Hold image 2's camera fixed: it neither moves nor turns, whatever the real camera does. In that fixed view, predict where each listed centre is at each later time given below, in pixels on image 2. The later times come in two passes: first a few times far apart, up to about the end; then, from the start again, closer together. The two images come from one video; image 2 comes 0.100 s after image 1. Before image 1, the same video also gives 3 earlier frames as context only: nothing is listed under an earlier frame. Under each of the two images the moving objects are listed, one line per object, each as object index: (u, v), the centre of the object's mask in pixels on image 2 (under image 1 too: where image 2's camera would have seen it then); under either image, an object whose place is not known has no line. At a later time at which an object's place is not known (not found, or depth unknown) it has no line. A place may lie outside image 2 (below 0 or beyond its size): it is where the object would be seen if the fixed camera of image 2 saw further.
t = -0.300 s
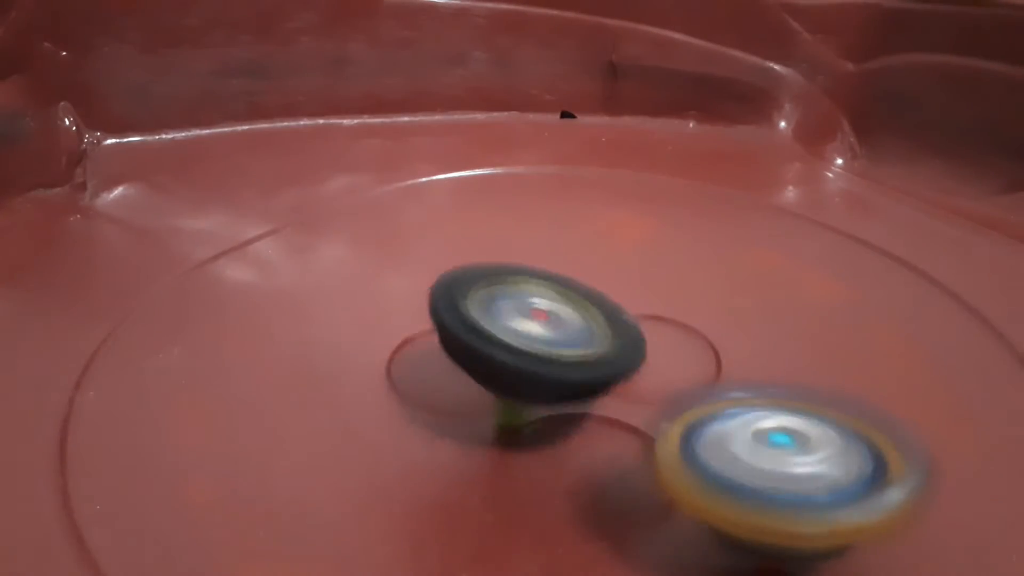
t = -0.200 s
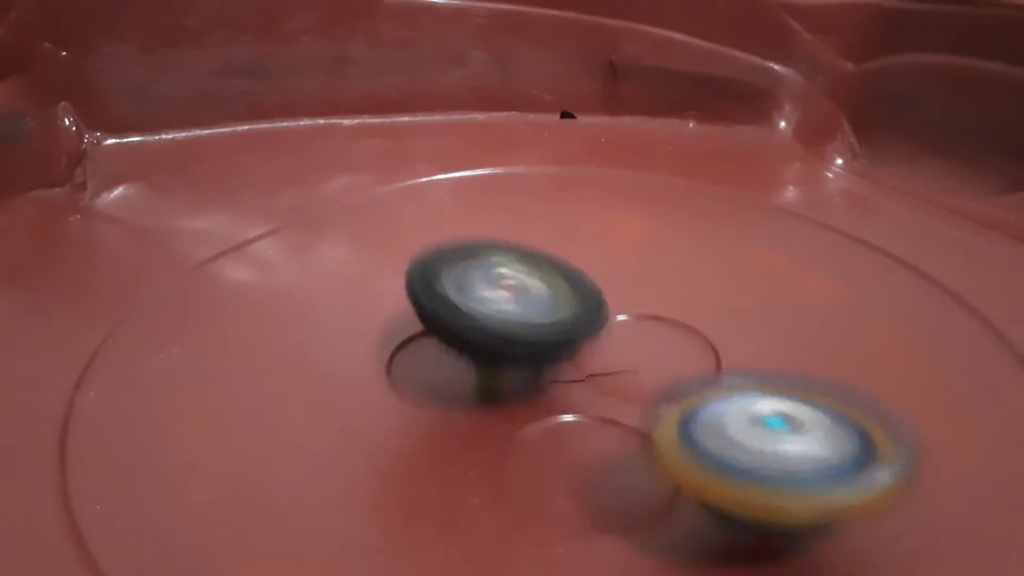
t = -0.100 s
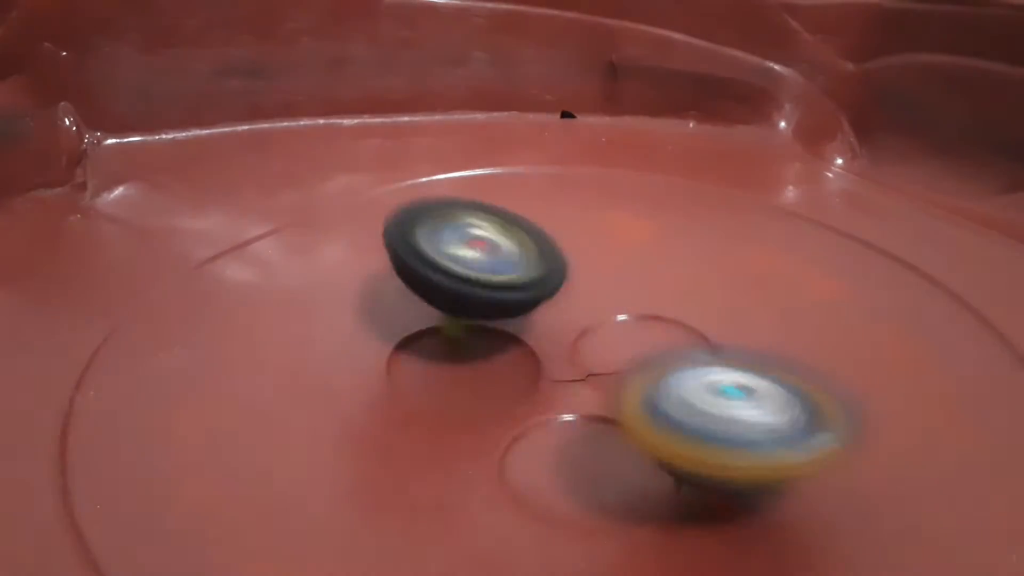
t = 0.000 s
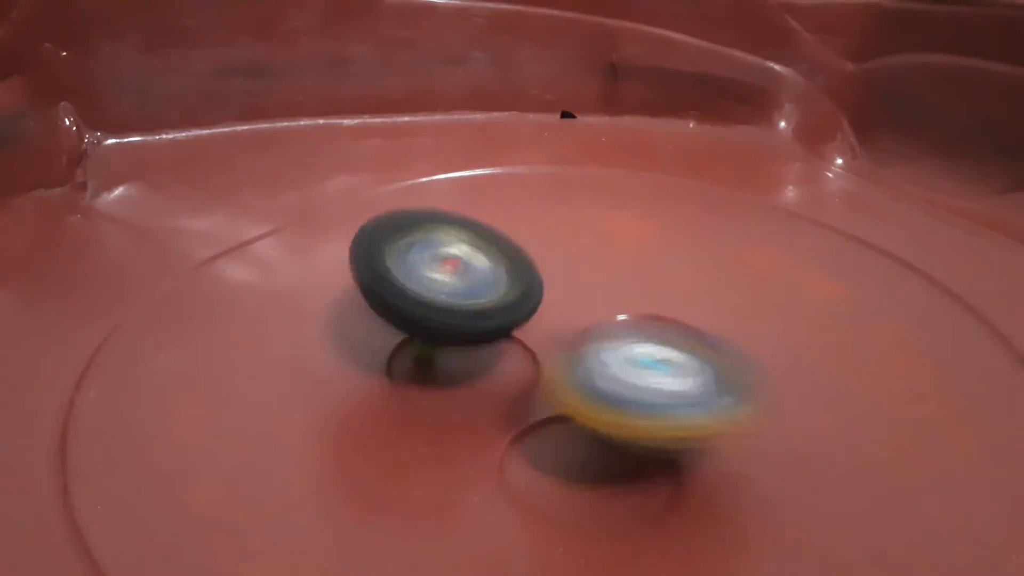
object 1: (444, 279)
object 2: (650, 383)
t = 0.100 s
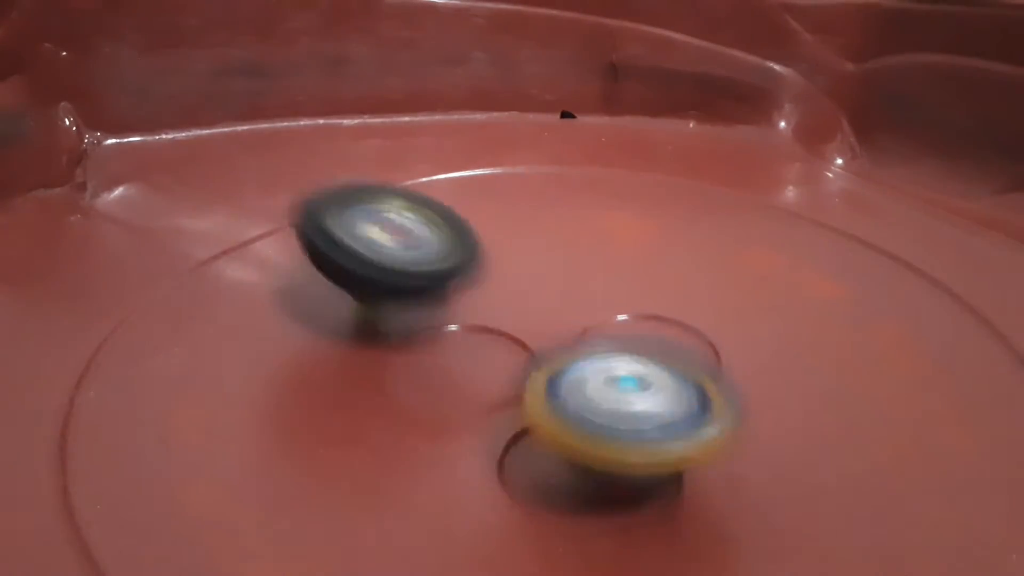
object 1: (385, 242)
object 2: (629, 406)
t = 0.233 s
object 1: (327, 181)
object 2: (612, 409)
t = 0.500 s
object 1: (244, 128)
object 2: (549, 413)
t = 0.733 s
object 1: (266, 170)
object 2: (569, 372)
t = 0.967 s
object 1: (438, 282)
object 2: (583, 405)
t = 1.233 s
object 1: (520, 229)
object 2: (882, 482)
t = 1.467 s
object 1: (572, 253)
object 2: (964, 450)
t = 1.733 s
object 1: (688, 304)
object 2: (910, 381)
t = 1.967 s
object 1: (588, 272)
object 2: (749, 339)
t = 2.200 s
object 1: (515, 215)
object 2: (551, 359)
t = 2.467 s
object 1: (374, 189)
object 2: (594, 410)
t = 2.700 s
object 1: (372, 208)
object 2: (562, 391)
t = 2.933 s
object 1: (444, 274)
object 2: (620, 399)
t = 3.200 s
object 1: (491, 287)
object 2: (635, 417)
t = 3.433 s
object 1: (473, 297)
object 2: (634, 425)
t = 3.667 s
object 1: (498, 303)
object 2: (603, 425)
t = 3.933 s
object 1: (434, 286)
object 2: (557, 424)
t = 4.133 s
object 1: (424, 286)
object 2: (589, 404)
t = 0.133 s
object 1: (368, 227)
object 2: (627, 415)
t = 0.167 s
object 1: (353, 210)
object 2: (624, 414)
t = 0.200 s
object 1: (340, 195)
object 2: (619, 412)
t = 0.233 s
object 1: (327, 181)
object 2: (612, 409)
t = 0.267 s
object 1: (315, 169)
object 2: (602, 408)
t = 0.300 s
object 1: (305, 155)
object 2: (589, 406)
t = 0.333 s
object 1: (294, 147)
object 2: (576, 403)
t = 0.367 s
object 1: (285, 141)
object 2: (560, 401)
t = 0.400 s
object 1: (275, 136)
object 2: (550, 401)
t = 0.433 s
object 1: (266, 132)
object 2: (541, 402)
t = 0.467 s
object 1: (255, 129)
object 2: (540, 407)
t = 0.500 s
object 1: (244, 128)
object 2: (549, 413)
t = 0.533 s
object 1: (235, 131)
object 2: (564, 418)
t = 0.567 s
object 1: (229, 134)
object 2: (583, 419)
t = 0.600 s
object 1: (227, 139)
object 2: (595, 413)
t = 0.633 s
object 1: (231, 145)
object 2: (599, 402)
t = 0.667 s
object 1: (238, 151)
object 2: (592, 391)
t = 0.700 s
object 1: (250, 158)
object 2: (584, 380)
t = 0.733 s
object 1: (266, 170)
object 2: (569, 372)
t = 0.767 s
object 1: (282, 181)
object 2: (550, 368)
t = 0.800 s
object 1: (303, 194)
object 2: (536, 374)
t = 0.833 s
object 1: (326, 209)
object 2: (535, 391)
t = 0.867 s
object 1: (353, 226)
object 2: (538, 401)
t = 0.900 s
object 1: (380, 242)
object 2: (552, 407)
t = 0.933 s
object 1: (410, 259)
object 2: (569, 407)
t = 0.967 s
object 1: (438, 282)
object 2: (583, 405)
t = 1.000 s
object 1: (456, 269)
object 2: (629, 439)
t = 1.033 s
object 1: (464, 246)
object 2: (663, 451)
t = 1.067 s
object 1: (476, 234)
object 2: (703, 473)
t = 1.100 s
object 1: (488, 228)
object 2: (738, 479)
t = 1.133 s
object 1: (498, 225)
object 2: (777, 482)
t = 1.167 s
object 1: (506, 224)
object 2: (813, 481)
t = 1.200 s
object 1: (513, 226)
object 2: (848, 484)
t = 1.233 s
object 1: (520, 229)
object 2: (882, 482)
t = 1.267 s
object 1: (526, 233)
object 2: (905, 480)
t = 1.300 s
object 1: (533, 237)
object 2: (922, 476)
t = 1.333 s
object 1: (539, 242)
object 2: (936, 472)
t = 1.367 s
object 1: (546, 246)
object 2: (948, 468)
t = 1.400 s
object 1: (554, 249)
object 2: (954, 462)
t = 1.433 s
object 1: (562, 251)
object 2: (960, 456)
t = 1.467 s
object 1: (572, 253)
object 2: (964, 450)
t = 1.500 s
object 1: (584, 256)
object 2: (967, 443)
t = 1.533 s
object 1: (602, 269)
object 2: (963, 437)
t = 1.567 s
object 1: (628, 284)
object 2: (961, 429)
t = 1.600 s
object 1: (652, 298)
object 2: (956, 420)
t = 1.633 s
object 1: (671, 307)
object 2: (949, 410)
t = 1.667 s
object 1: (686, 311)
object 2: (940, 402)
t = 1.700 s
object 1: (692, 309)
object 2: (926, 391)
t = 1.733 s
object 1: (688, 304)
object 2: (910, 381)
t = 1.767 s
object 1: (682, 297)
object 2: (884, 371)
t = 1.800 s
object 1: (669, 289)
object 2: (864, 363)
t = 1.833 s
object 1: (656, 282)
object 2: (841, 357)
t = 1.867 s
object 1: (636, 279)
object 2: (822, 350)
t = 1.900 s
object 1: (618, 278)
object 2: (795, 345)
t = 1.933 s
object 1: (603, 275)
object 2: (773, 340)
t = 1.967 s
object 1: (588, 272)
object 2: (749, 339)
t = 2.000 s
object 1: (587, 254)
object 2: (724, 343)
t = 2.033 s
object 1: (584, 250)
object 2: (698, 352)
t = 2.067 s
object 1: (579, 244)
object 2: (672, 352)
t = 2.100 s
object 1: (571, 237)
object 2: (643, 352)
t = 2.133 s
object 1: (556, 228)
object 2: (615, 358)
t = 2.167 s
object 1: (538, 225)
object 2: (580, 359)
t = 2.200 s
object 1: (515, 215)
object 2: (551, 359)
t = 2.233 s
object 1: (490, 210)
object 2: (529, 366)
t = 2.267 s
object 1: (466, 204)
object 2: (522, 380)
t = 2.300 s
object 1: (443, 202)
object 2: (522, 393)
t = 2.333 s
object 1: (424, 199)
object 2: (527, 403)
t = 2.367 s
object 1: (408, 196)
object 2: (541, 415)
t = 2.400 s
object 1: (395, 193)
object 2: (565, 423)
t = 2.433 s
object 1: (383, 190)
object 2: (585, 420)
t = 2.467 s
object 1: (374, 189)
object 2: (594, 410)
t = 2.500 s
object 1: (368, 189)
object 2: (594, 396)
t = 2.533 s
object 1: (363, 190)
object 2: (588, 384)
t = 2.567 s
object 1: (360, 192)
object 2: (579, 372)
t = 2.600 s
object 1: (359, 195)
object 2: (568, 365)
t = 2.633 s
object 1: (361, 198)
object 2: (562, 371)
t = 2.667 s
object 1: (365, 202)
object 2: (560, 383)
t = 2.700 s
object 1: (372, 208)
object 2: (562, 391)
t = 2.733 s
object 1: (381, 216)
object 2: (566, 393)
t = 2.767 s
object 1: (391, 224)
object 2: (574, 389)
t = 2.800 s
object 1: (402, 234)
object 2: (581, 382)
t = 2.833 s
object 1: (415, 245)
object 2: (587, 376)
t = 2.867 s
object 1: (430, 254)
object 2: (587, 372)
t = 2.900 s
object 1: (442, 270)
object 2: (593, 379)
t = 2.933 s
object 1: (444, 274)
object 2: (620, 399)
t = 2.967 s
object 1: (448, 283)
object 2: (641, 409)
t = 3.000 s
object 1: (457, 290)
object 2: (661, 410)
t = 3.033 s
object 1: (468, 296)
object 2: (670, 407)
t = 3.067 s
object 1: (480, 300)
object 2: (662, 406)
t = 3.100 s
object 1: (488, 299)
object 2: (649, 410)
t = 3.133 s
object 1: (488, 293)
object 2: (644, 416)
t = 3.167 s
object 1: (489, 290)
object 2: (638, 417)
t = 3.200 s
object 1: (491, 287)
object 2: (635, 417)
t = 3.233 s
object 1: (490, 284)
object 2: (635, 418)
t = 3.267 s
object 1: (487, 284)
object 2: (634, 415)
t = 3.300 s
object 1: (482, 284)
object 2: (636, 414)
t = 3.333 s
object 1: (476, 285)
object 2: (634, 413)
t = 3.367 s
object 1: (474, 289)
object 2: (636, 412)
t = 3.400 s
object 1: (474, 293)
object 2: (637, 422)
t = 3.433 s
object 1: (473, 297)
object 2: (634, 425)
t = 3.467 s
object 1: (474, 302)
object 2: (633, 423)
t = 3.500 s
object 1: (474, 307)
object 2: (632, 424)
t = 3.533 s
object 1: (478, 309)
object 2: (630, 425)
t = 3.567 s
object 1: (483, 310)
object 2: (626, 426)
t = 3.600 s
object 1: (490, 309)
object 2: (621, 425)
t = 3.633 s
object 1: (495, 306)
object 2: (613, 426)
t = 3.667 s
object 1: (498, 303)
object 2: (603, 425)
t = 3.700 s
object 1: (496, 298)
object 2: (595, 424)
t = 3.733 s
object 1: (490, 296)
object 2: (586, 422)
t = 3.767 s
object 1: (482, 294)
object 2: (574, 419)
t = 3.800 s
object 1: (472, 293)
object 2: (561, 417)
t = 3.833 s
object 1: (461, 288)
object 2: (556, 421)
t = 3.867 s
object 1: (451, 284)
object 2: (555, 423)
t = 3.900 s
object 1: (442, 285)
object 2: (554, 422)
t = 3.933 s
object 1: (434, 286)
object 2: (557, 424)
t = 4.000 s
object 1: (421, 292)
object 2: (562, 413)
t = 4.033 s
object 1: (418, 292)
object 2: (567, 412)
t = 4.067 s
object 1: (417, 291)
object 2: (575, 409)
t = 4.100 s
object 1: (420, 292)
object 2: (577, 404)
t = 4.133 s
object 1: (424, 286)
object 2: (589, 404)
